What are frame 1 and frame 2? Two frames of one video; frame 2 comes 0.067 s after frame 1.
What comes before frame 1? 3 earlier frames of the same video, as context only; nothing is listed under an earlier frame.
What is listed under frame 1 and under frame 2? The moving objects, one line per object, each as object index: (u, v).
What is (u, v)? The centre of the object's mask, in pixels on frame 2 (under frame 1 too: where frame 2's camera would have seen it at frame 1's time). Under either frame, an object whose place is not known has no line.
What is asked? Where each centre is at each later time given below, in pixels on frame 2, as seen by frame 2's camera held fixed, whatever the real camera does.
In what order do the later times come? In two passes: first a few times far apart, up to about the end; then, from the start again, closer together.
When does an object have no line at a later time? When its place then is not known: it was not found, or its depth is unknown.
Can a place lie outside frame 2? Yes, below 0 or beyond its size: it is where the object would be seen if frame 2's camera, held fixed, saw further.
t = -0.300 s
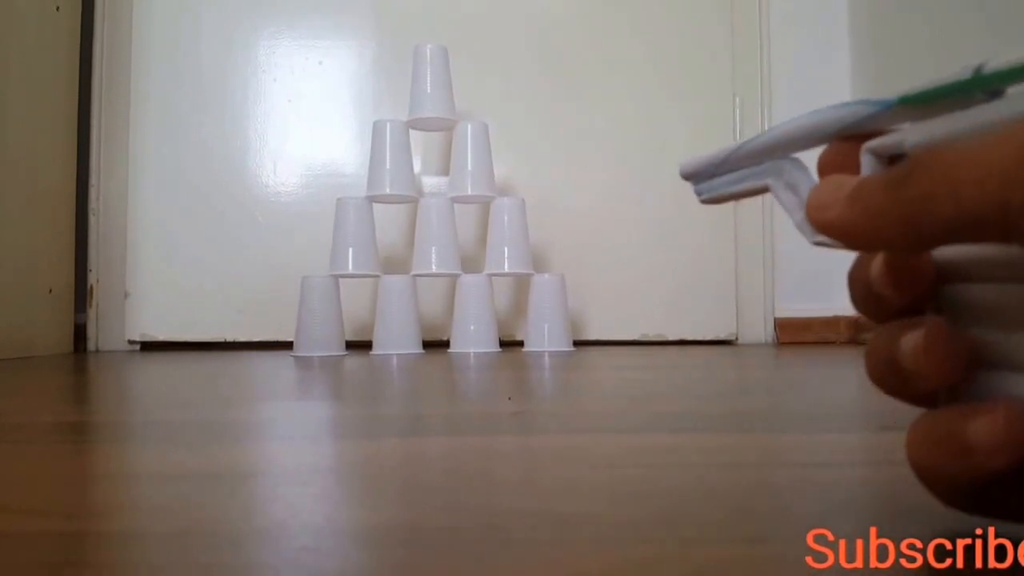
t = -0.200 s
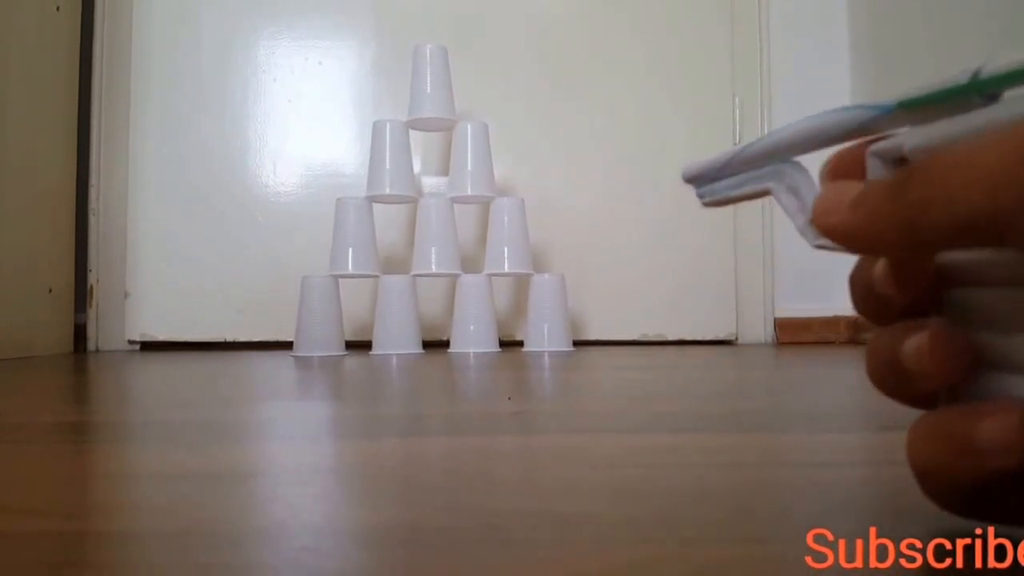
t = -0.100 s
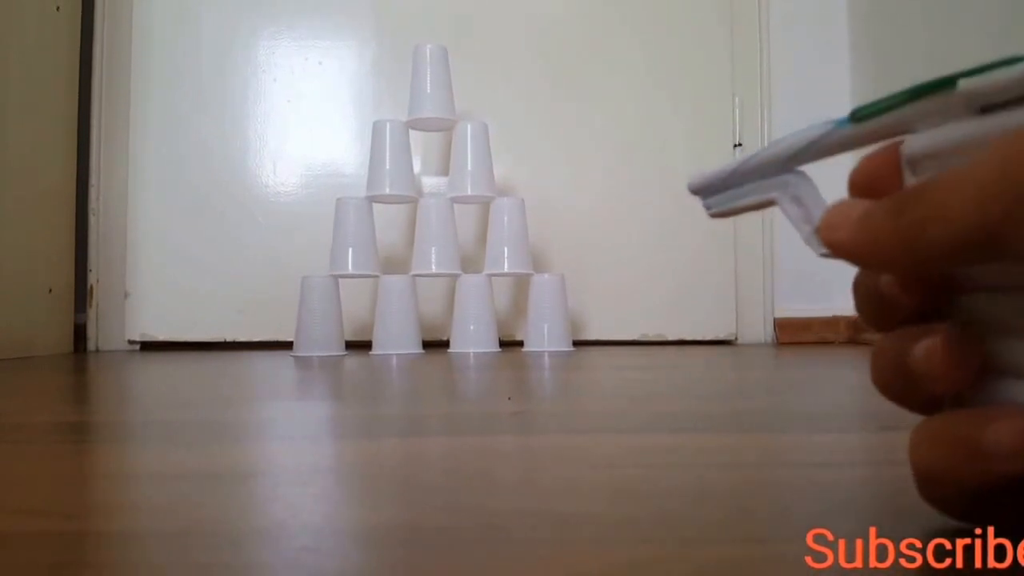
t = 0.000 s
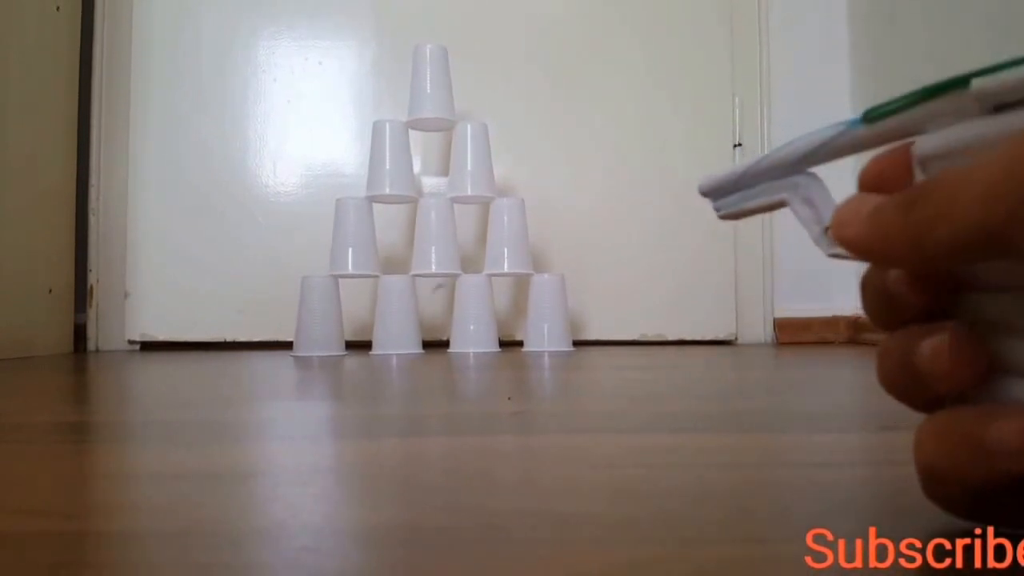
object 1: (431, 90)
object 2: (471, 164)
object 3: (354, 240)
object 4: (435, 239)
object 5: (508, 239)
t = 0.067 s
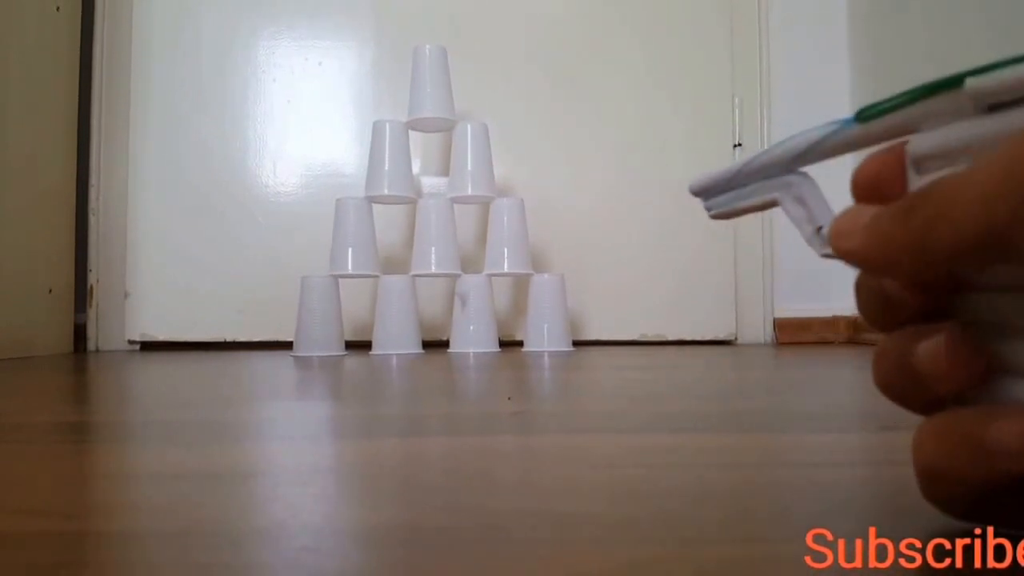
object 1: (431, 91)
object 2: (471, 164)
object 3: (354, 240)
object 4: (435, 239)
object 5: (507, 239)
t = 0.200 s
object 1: (419, 114)
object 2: (472, 165)
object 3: (353, 241)
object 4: (435, 239)
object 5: (508, 239)
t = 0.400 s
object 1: (387, 184)
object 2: (473, 166)
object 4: (440, 244)
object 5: (508, 239)
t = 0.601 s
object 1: (363, 263)
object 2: (448, 251)
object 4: (456, 295)
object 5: (509, 240)
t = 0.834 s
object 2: (449, 245)
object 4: (447, 323)
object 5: (525, 262)
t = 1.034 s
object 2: (426, 278)
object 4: (452, 327)
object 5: (520, 265)
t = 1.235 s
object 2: (428, 304)
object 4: (452, 328)
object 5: (521, 266)
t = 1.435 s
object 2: (431, 304)
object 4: (452, 328)
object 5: (521, 267)
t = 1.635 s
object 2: (435, 305)
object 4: (450, 328)
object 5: (521, 265)
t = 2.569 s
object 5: (520, 266)
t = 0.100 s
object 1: (430, 92)
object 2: (471, 165)
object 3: (354, 240)
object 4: (435, 239)
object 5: (507, 239)
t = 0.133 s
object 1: (428, 95)
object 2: (471, 165)
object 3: (354, 240)
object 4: (435, 239)
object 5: (507, 239)
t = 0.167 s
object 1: (424, 101)
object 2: (471, 165)
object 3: (353, 240)
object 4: (435, 239)
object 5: (508, 239)
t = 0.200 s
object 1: (419, 114)
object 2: (472, 165)
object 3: (353, 241)
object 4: (435, 239)
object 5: (508, 239)
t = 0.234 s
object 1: (415, 127)
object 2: (472, 165)
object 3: (353, 243)
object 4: (436, 240)
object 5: (508, 239)
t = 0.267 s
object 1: (411, 135)
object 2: (471, 164)
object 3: (348, 242)
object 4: (436, 240)
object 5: (508, 239)
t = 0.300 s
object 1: (408, 144)
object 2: (473, 164)
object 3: (340, 244)
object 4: (438, 240)
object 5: (508, 239)
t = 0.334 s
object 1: (401, 156)
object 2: (474, 164)
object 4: (439, 240)
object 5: (508, 239)
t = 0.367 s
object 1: (394, 166)
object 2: (474, 164)
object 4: (440, 241)
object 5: (508, 239)
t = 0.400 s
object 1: (387, 184)
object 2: (473, 166)
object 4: (440, 244)
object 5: (508, 239)
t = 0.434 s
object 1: (381, 201)
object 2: (470, 170)
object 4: (440, 254)
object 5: (508, 239)
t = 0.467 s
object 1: (378, 208)
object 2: (466, 175)
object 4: (437, 261)
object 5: (508, 239)
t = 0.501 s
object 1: (372, 221)
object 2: (460, 187)
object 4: (446, 268)
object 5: (508, 240)
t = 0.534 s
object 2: (452, 199)
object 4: (451, 276)
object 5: (508, 239)
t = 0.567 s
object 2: (454, 230)
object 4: (454, 284)
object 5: (508, 239)
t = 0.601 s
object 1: (363, 263)
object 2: (448, 251)
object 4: (456, 295)
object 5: (509, 240)
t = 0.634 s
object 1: (363, 261)
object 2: (451, 251)
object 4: (454, 303)
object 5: (511, 239)
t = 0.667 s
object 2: (452, 237)
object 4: (442, 321)
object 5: (513, 239)
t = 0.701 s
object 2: (453, 235)
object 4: (442, 316)
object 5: (516, 238)
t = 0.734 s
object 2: (454, 240)
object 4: (443, 310)
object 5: (519, 239)
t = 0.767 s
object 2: (454, 237)
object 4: (444, 311)
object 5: (518, 242)
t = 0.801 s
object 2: (454, 238)
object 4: (444, 321)
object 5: (520, 247)
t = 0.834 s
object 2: (449, 245)
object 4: (447, 323)
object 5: (525, 262)
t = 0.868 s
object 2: (440, 263)
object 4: (447, 320)
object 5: (524, 263)
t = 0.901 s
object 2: (438, 271)
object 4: (450, 322)
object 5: (522, 263)
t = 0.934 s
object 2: (431, 280)
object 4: (451, 326)
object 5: (521, 265)
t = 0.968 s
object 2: (429, 287)
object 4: (452, 325)
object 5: (520, 265)
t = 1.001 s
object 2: (427, 281)
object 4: (452, 327)
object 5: (520, 265)
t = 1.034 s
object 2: (426, 278)
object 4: (452, 327)
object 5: (520, 265)
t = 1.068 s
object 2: (427, 279)
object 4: (452, 327)
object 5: (521, 265)
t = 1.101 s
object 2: (429, 286)
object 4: (452, 328)
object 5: (521, 265)
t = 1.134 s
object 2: (429, 293)
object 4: (452, 328)
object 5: (521, 265)
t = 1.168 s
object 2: (426, 305)
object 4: (452, 328)
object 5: (521, 265)
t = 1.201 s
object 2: (426, 305)
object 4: (452, 328)
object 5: (521, 265)
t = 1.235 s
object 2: (428, 304)
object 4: (452, 328)
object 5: (521, 266)
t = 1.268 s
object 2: (428, 304)
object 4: (452, 328)
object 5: (521, 266)
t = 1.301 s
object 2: (429, 304)
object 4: (453, 328)
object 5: (521, 266)
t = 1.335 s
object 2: (430, 305)
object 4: (453, 328)
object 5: (521, 266)
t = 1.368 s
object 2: (431, 306)
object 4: (452, 328)
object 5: (521, 267)
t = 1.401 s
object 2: (430, 305)
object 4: (453, 328)
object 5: (521, 267)
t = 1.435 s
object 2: (431, 304)
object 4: (452, 328)
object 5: (521, 267)
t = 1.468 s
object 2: (430, 305)
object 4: (452, 328)
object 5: (521, 267)
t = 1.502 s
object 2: (435, 304)
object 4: (452, 328)
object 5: (521, 267)
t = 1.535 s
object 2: (436, 304)
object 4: (451, 328)
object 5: (521, 267)
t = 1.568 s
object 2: (436, 304)
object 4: (451, 328)
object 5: (521, 266)
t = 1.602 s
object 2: (437, 304)
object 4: (450, 328)
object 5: (521, 266)
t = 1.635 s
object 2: (435, 305)
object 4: (450, 328)
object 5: (521, 265)
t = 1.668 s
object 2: (435, 305)
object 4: (449, 329)
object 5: (521, 265)
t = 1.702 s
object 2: (435, 305)
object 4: (449, 329)
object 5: (521, 265)
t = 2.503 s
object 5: (520, 266)
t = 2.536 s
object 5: (520, 266)
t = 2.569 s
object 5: (520, 266)
